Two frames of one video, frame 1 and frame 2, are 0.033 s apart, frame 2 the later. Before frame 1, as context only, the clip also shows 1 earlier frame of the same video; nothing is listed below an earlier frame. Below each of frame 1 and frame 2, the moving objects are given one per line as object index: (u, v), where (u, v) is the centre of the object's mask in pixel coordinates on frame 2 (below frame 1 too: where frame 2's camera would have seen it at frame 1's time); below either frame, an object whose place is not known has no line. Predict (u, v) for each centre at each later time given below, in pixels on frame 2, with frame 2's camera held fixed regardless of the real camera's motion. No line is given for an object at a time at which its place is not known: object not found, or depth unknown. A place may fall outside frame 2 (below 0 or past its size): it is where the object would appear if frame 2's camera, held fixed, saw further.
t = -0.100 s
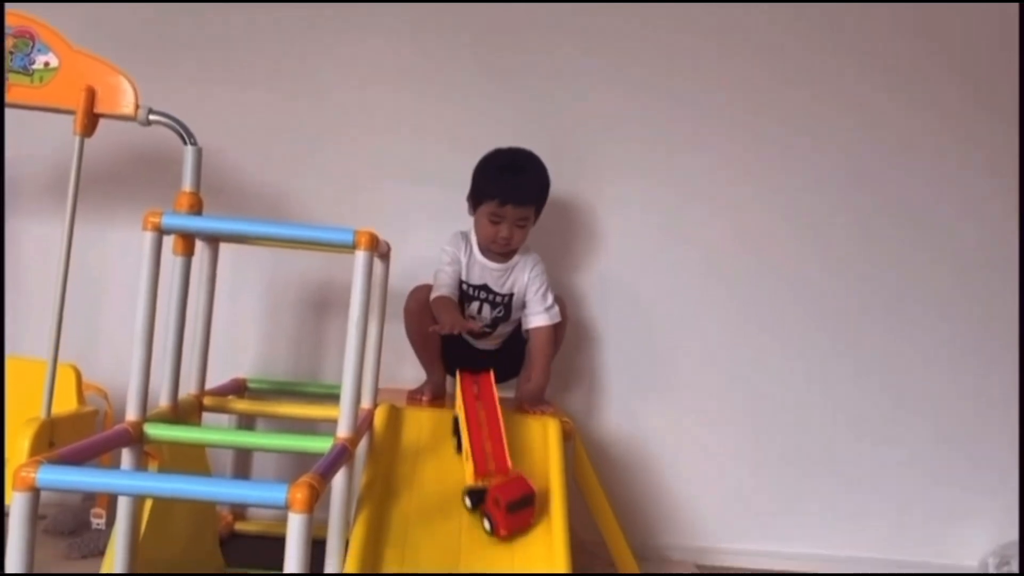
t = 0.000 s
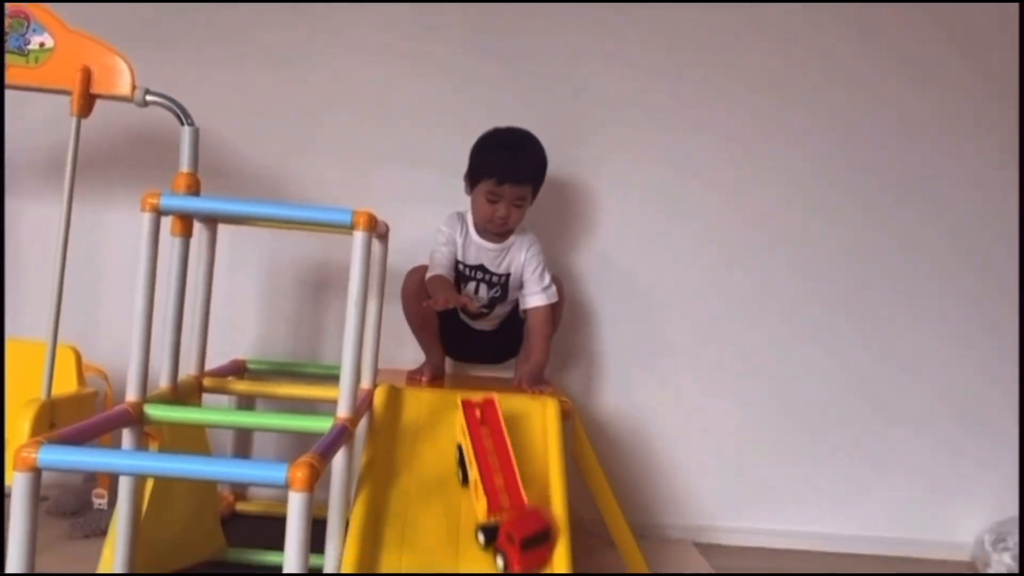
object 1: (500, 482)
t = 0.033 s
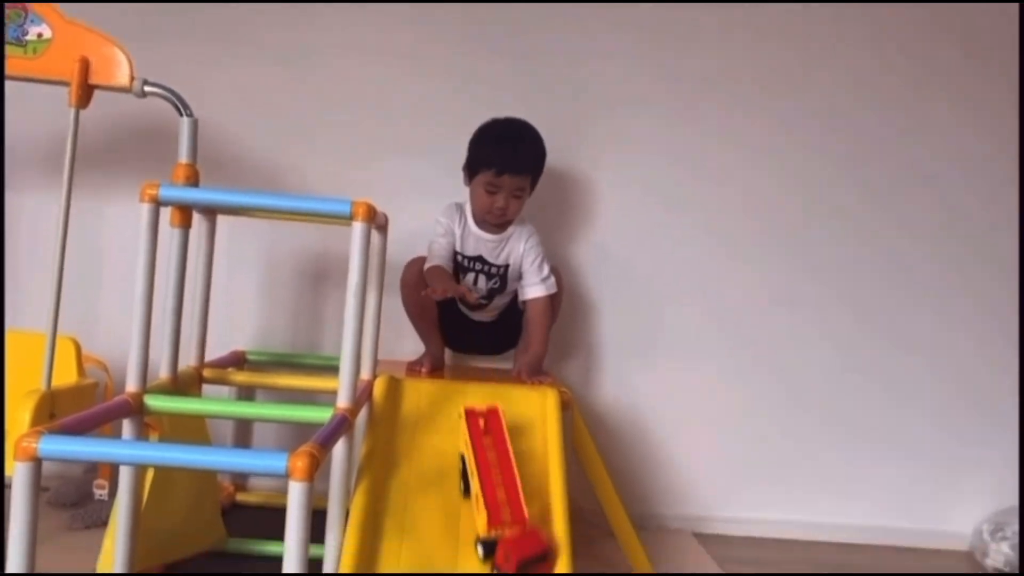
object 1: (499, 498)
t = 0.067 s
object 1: (498, 513)
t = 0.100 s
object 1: (498, 529)
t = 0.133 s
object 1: (500, 551)
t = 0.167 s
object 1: (505, 579)
